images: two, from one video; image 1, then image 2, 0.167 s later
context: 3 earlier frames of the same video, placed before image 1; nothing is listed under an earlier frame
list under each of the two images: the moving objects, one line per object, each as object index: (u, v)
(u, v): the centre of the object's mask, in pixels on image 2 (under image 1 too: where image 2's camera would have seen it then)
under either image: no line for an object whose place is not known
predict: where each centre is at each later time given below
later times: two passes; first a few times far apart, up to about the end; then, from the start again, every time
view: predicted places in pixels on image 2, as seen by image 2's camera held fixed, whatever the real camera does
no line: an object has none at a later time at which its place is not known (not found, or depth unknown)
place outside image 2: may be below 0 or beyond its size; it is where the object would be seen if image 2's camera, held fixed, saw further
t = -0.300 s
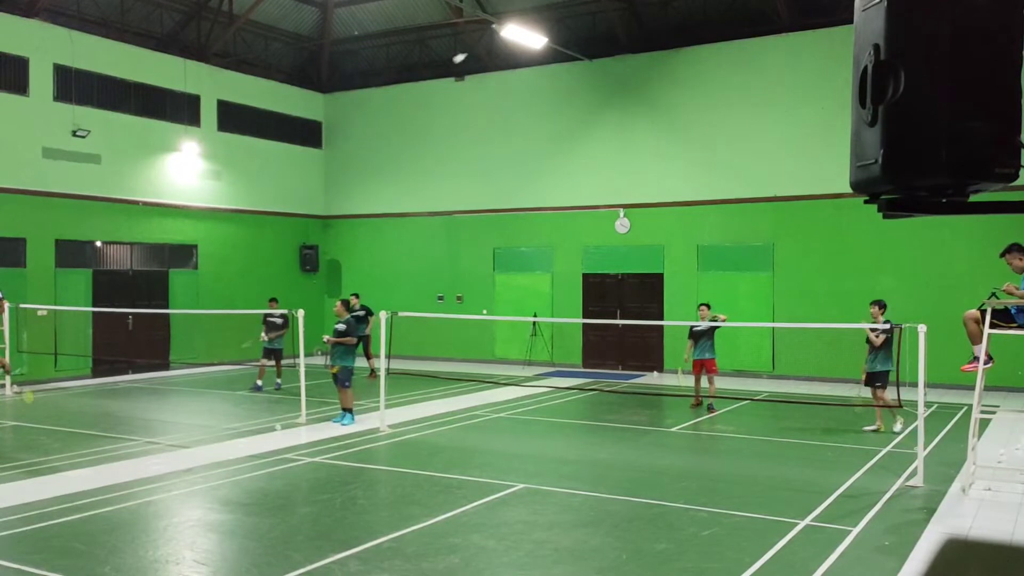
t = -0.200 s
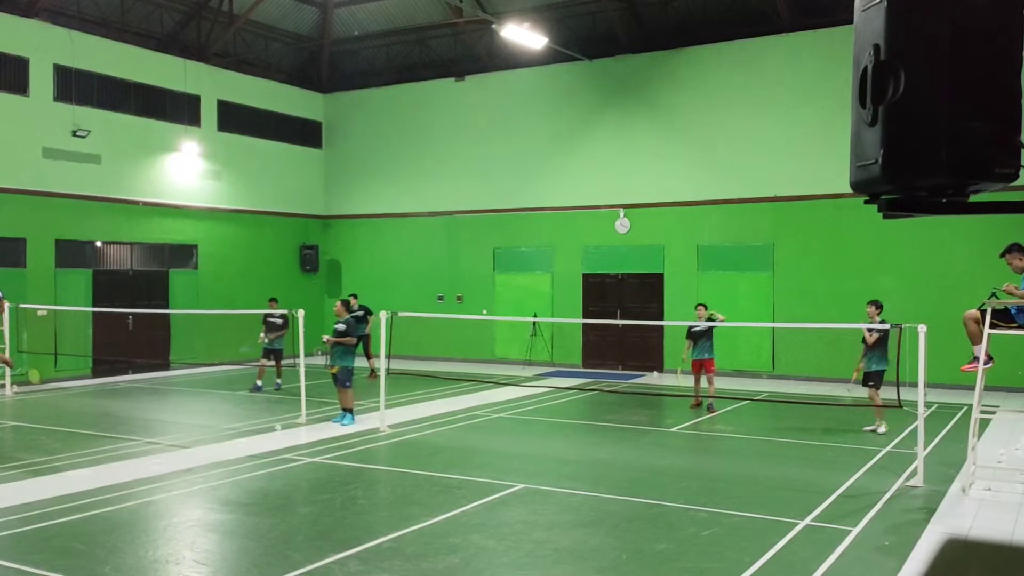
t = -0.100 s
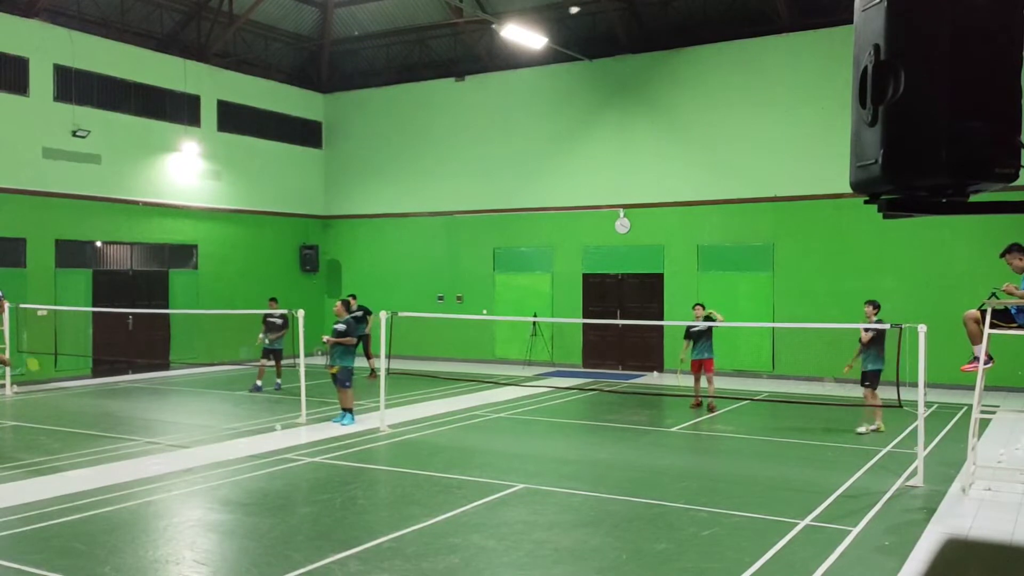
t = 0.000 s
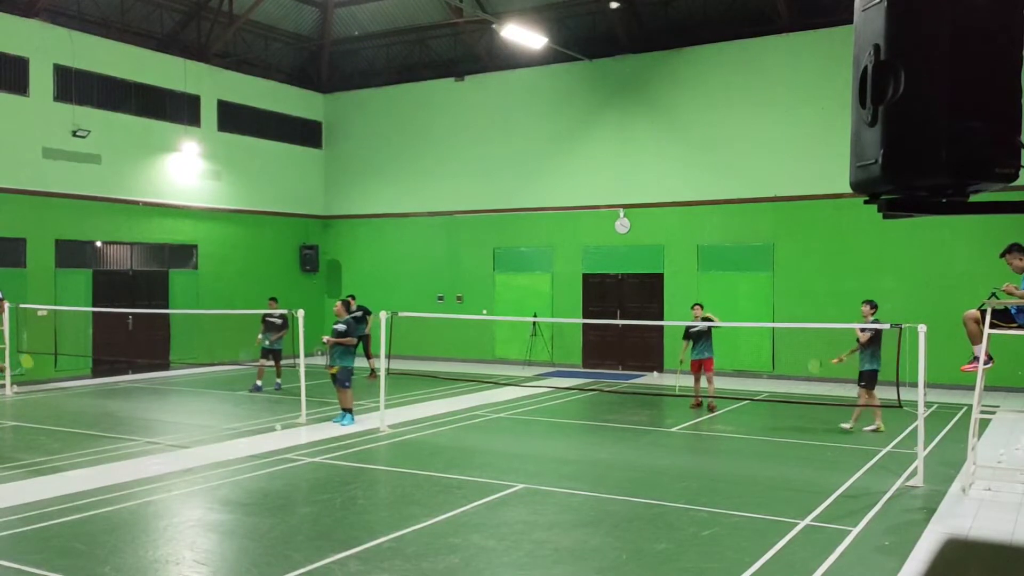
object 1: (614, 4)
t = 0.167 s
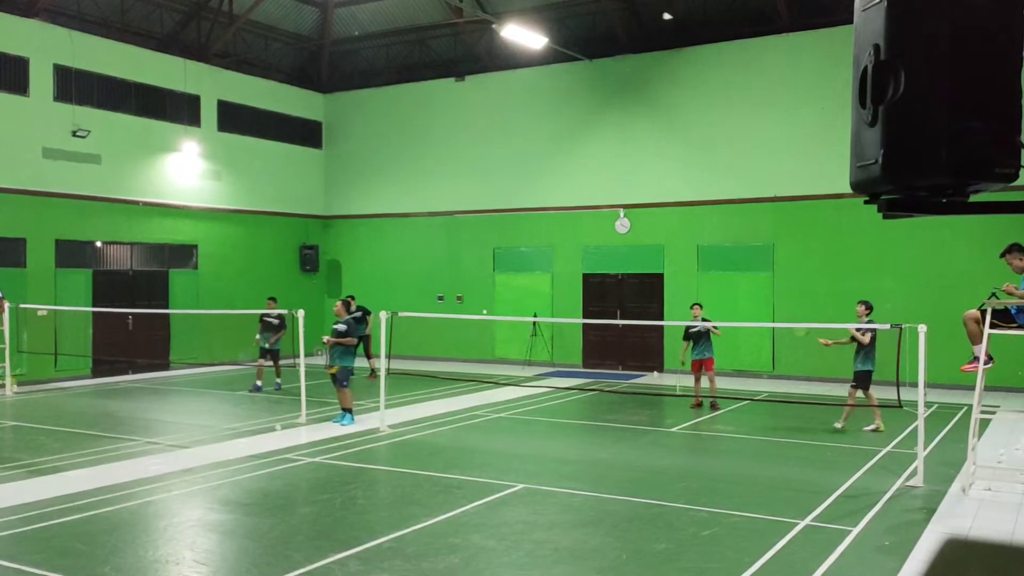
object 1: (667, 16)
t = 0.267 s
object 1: (693, 32)
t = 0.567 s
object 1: (754, 113)
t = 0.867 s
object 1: (793, 224)
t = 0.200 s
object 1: (675, 21)
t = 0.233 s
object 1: (685, 26)
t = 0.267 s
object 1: (693, 32)
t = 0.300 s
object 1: (701, 39)
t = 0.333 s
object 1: (709, 46)
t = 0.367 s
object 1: (716, 54)
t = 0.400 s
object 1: (723, 63)
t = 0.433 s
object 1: (729, 71)
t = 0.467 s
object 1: (736, 81)
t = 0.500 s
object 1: (742, 91)
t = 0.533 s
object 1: (747, 102)
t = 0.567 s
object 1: (754, 113)
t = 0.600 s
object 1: (759, 124)
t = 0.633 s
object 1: (763, 136)
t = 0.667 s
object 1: (769, 147)
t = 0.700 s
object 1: (773, 160)
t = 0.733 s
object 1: (778, 172)
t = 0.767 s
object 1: (782, 184)
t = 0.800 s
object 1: (785, 197)
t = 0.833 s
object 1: (789, 210)
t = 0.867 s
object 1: (793, 224)
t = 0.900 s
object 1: (796, 238)
